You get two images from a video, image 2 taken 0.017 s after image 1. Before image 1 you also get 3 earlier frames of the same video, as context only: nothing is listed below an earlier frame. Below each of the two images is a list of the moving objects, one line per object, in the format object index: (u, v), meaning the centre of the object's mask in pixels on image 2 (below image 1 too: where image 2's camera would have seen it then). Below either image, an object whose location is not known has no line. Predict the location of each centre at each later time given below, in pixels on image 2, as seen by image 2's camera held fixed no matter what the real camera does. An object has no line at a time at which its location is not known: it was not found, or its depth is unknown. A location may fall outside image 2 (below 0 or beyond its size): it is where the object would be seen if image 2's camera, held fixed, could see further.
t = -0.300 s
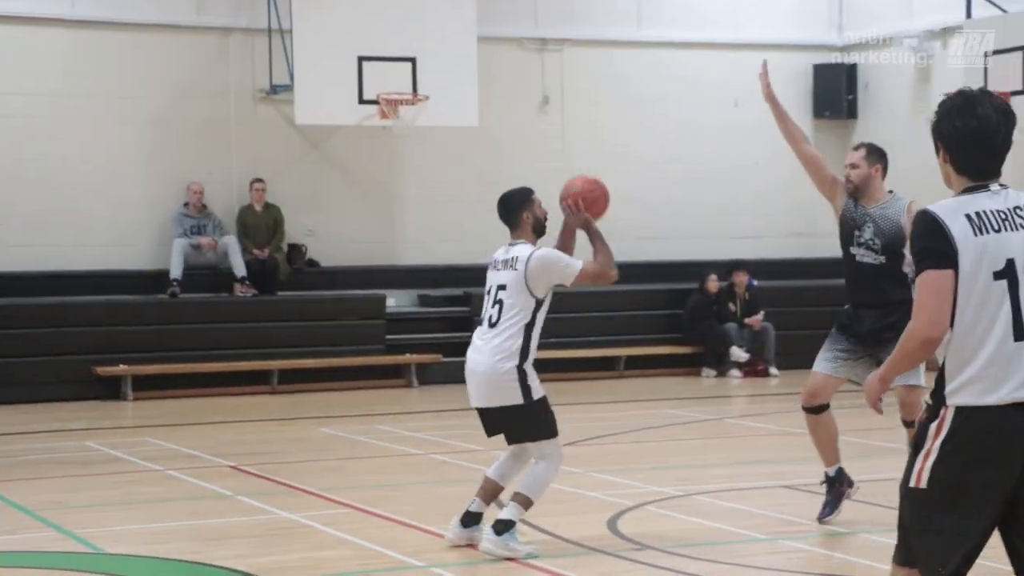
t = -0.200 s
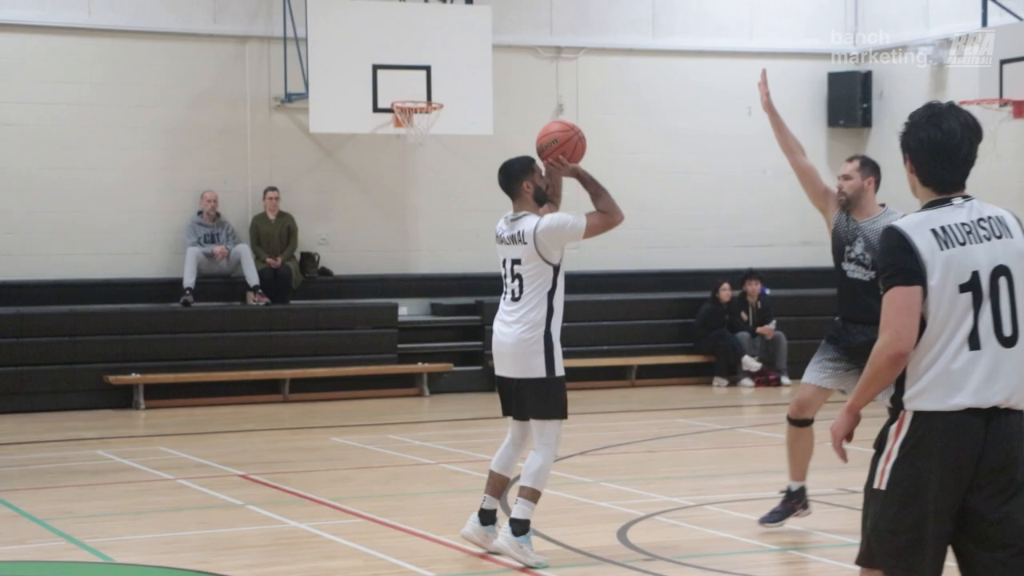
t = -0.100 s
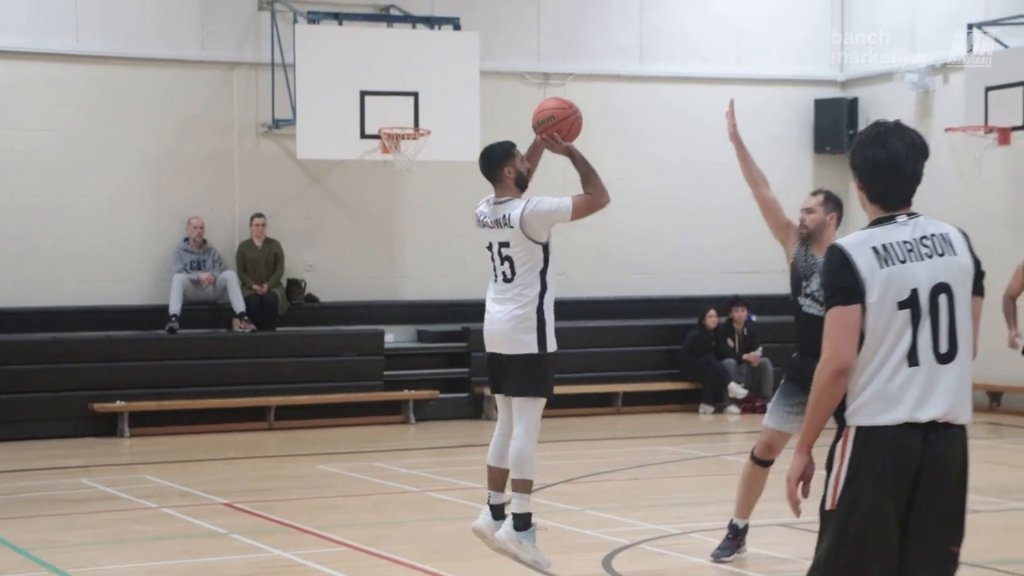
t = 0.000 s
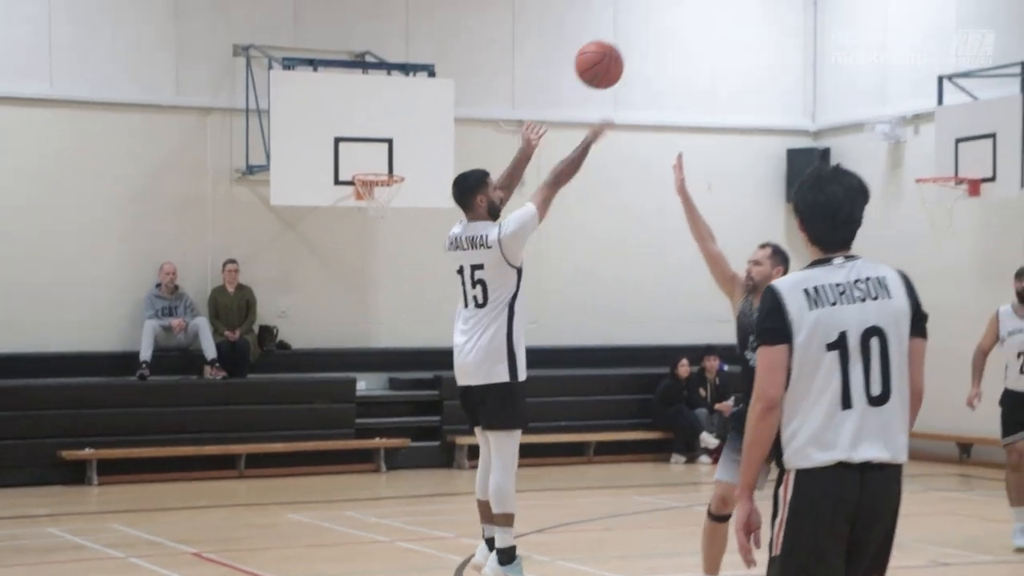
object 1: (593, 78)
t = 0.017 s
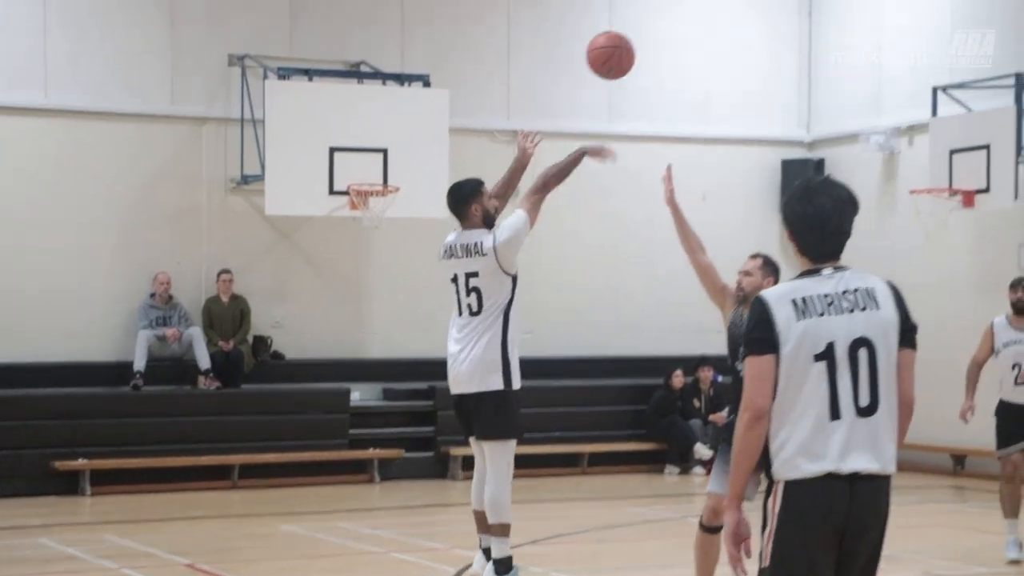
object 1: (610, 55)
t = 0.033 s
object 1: (627, 34)
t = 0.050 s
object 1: (644, 14)
